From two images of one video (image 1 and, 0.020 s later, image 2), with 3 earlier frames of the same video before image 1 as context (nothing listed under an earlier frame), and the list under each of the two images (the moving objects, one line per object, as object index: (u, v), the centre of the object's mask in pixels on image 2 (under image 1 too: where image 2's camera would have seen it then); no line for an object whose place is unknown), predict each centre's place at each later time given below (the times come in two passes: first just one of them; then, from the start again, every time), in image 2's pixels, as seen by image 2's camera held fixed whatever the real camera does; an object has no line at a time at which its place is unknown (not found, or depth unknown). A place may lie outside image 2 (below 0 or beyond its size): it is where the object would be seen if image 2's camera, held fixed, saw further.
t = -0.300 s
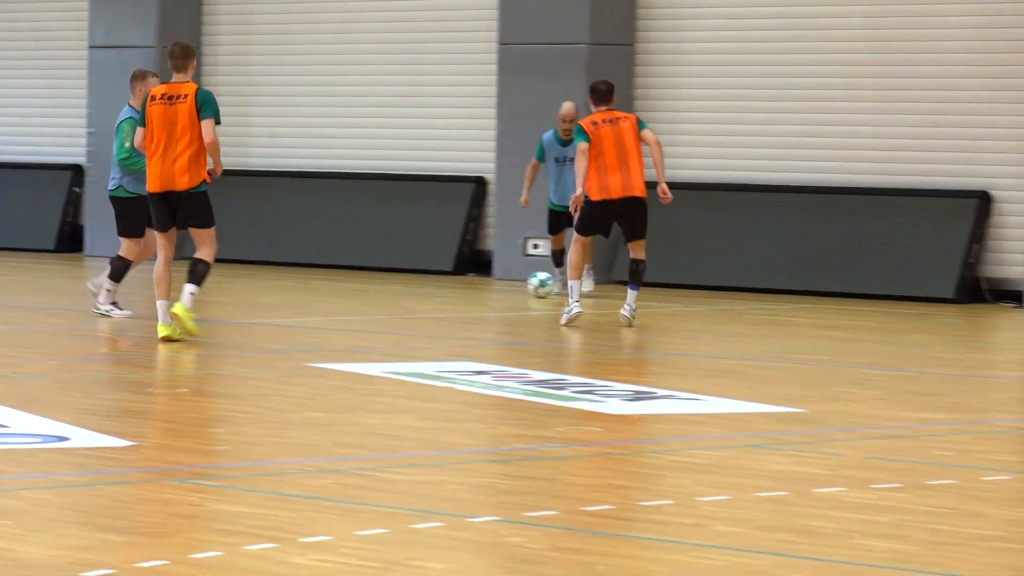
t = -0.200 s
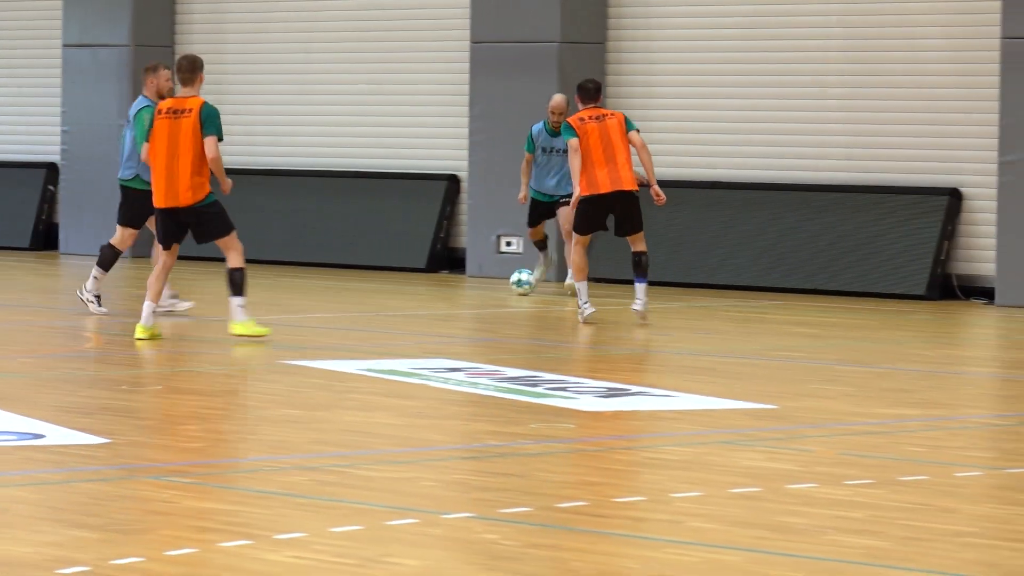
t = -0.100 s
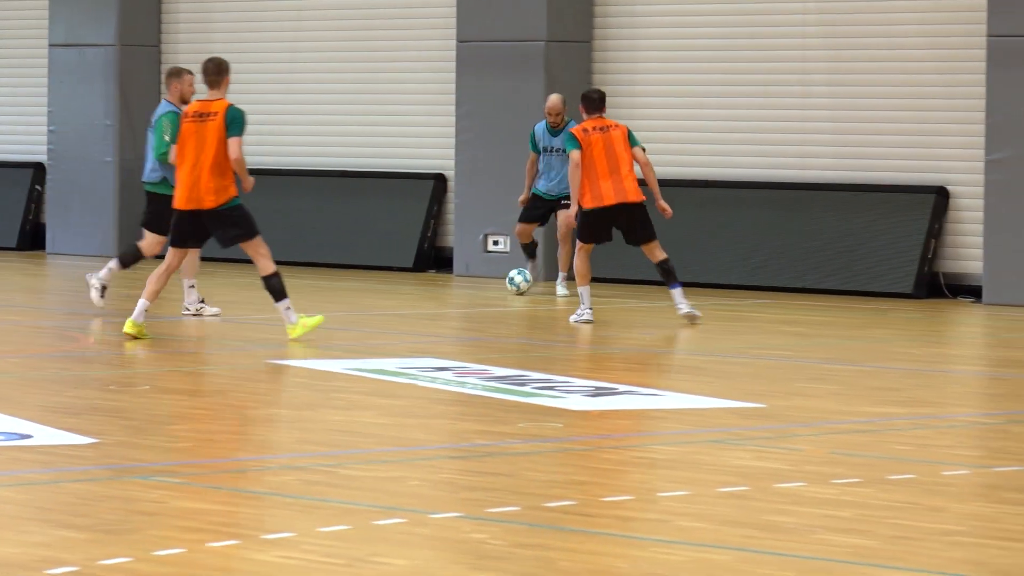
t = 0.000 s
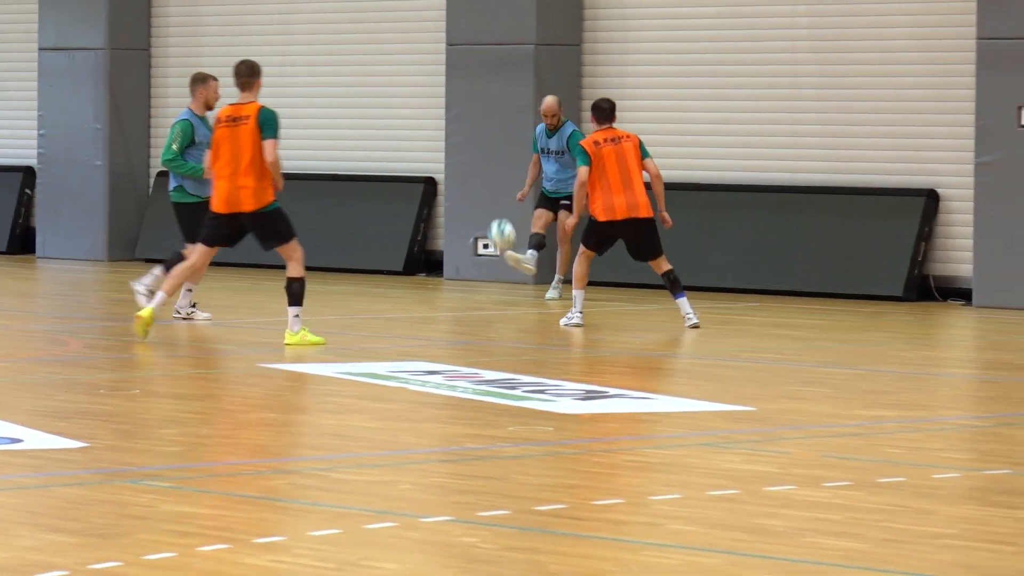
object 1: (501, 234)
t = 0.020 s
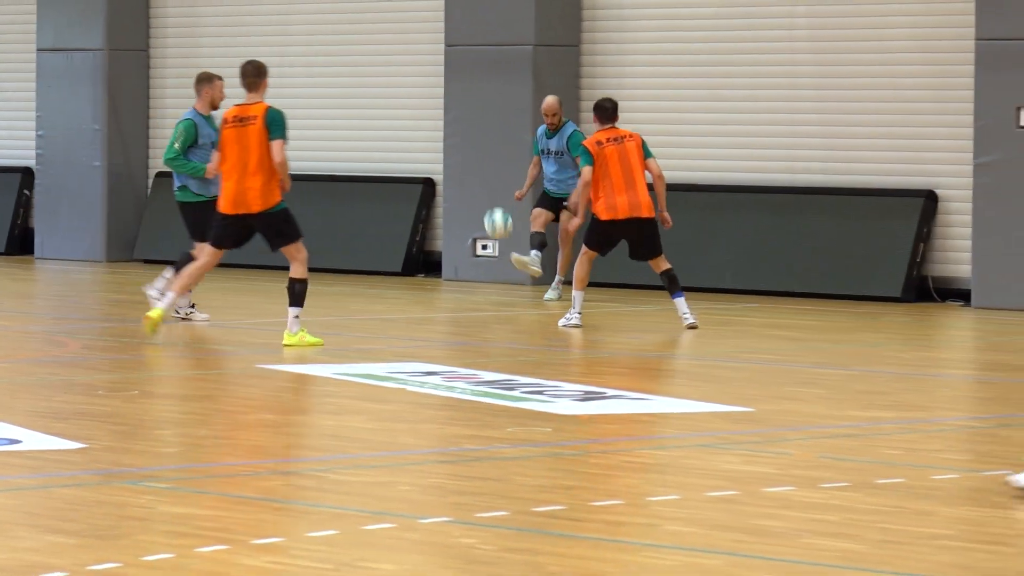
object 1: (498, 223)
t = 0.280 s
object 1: (479, 100)
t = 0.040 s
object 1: (495, 211)
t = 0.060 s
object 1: (494, 200)
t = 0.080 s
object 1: (492, 189)
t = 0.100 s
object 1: (490, 178)
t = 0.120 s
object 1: (489, 168)
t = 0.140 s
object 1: (487, 158)
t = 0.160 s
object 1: (486, 148)
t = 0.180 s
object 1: (485, 139)
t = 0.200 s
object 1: (484, 129)
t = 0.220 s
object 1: (482, 121)
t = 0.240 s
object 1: (479, 113)
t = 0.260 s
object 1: (479, 106)
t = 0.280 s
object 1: (479, 100)
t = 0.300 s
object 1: (478, 94)
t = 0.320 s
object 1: (480, 88)
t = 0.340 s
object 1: (480, 83)
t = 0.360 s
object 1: (483, 79)
